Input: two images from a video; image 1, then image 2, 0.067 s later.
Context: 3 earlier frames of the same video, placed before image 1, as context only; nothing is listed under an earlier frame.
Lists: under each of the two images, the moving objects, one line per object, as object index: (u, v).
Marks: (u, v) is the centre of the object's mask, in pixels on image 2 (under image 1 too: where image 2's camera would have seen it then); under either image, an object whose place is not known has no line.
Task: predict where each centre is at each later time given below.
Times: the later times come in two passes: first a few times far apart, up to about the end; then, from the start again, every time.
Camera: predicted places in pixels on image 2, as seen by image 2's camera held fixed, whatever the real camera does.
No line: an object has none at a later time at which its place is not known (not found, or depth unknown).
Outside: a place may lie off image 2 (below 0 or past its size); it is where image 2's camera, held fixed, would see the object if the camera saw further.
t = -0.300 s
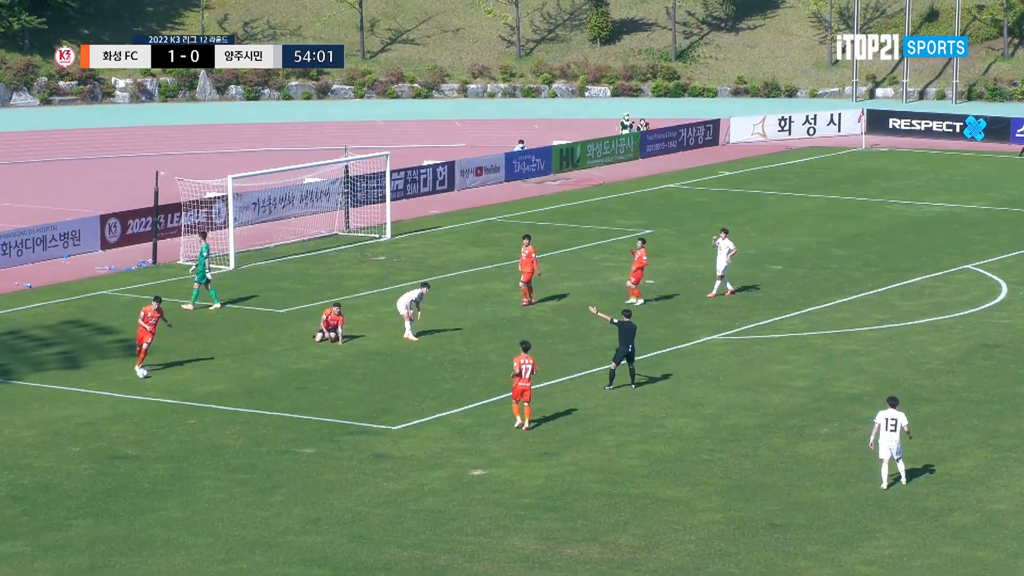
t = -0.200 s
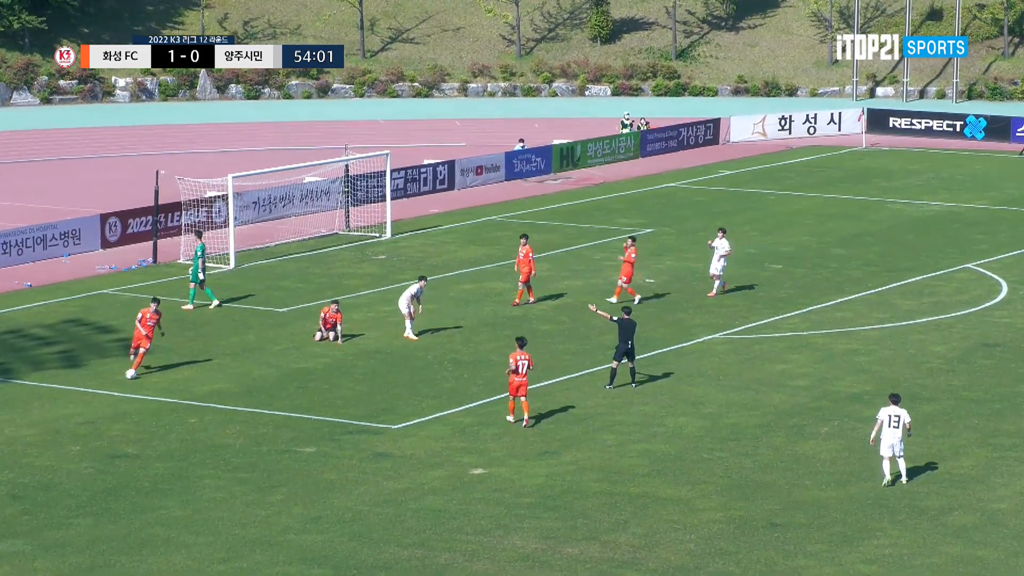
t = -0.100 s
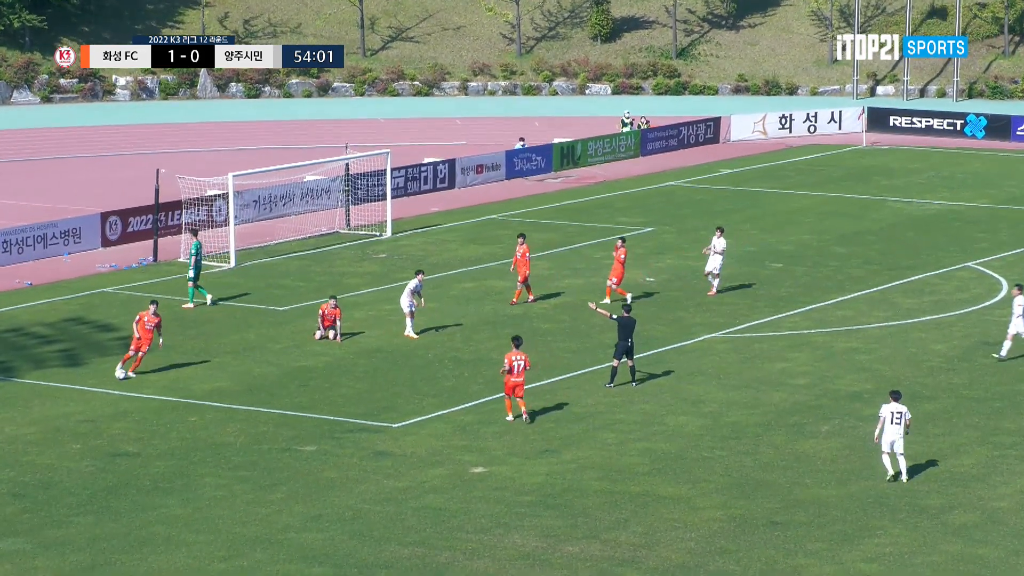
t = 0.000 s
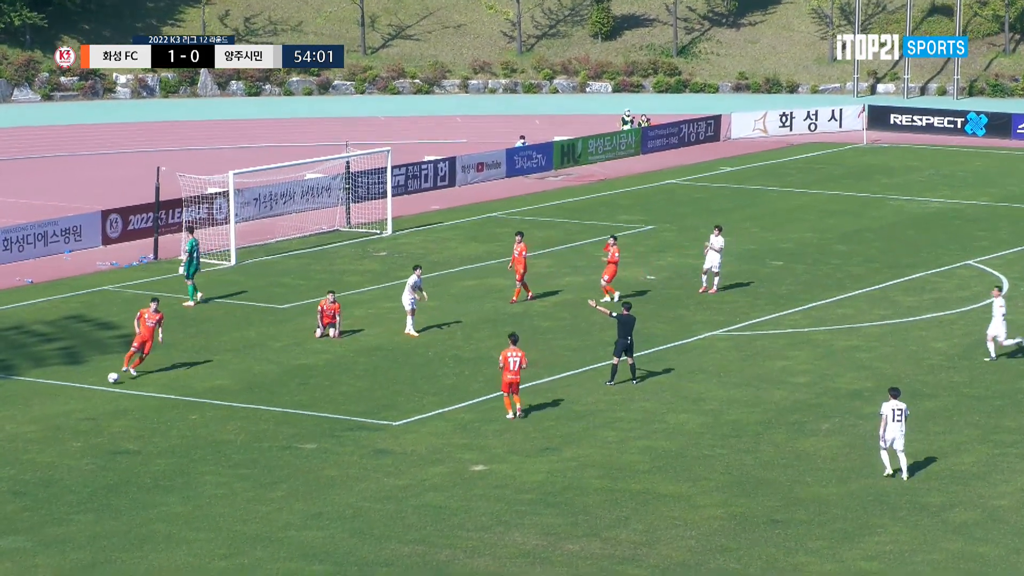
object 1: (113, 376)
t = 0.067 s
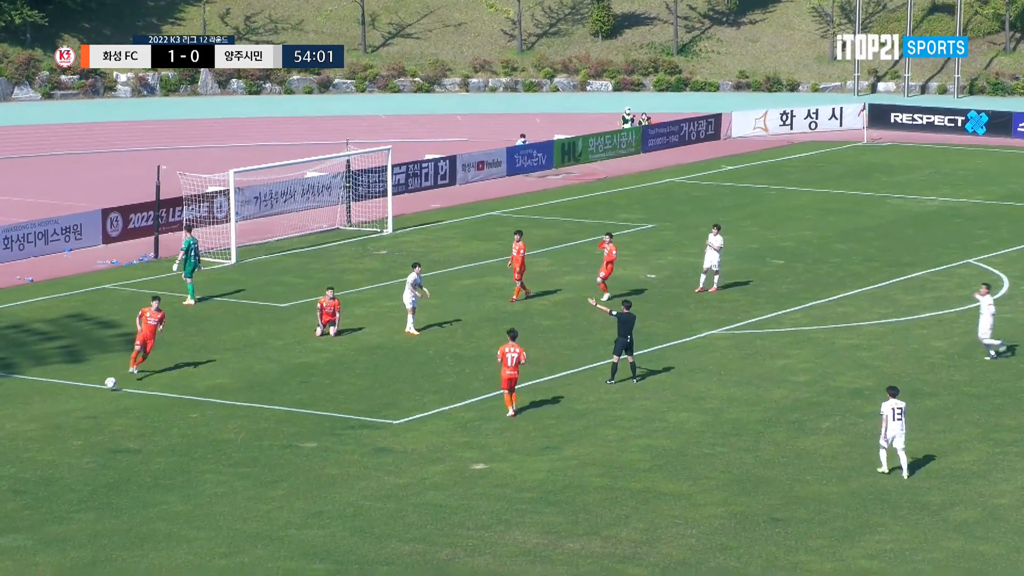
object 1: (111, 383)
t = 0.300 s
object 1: (99, 411)
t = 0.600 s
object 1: (82, 442)
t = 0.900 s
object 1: (61, 474)
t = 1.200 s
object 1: (37, 508)
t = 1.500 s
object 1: (8, 536)
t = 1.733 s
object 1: (-14, 556)
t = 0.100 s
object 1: (109, 387)
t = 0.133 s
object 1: (107, 391)
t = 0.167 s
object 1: (106, 396)
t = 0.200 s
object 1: (104, 402)
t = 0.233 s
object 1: (103, 405)
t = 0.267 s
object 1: (101, 407)
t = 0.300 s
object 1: (99, 411)
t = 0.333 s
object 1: (97, 415)
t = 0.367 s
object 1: (96, 419)
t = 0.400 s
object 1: (94, 424)
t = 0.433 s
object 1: (92, 429)
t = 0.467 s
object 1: (90, 432)
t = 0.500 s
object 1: (88, 434)
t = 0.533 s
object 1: (86, 436)
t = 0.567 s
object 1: (84, 439)
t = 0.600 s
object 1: (82, 442)
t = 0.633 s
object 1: (79, 446)
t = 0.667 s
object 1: (77, 450)
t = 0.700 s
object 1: (75, 456)
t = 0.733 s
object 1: (73, 461)
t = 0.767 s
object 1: (71, 465)
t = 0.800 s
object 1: (68, 467)
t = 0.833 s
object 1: (66, 469)
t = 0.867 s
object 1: (63, 471)
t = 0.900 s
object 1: (61, 474)
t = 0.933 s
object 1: (58, 478)
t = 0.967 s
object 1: (56, 483)
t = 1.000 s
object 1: (53, 488)
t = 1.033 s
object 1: (50, 493)
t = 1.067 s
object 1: (48, 495)
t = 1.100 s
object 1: (45, 497)
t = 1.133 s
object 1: (42, 500)
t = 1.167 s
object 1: (39, 504)
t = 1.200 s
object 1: (37, 508)
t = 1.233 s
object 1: (33, 512)
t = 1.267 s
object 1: (30, 514)
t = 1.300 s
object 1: (27, 516)
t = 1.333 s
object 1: (24, 519)
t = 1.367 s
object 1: (21, 523)
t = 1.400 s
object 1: (17, 526)
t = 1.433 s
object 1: (15, 529)
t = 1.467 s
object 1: (11, 532)
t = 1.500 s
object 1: (8, 536)
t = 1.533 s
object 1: (5, 538)
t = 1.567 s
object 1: (2, 541)
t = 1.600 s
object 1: (-1, 544)
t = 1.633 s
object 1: (-4, 547)
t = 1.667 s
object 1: (-8, 550)
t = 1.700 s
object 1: (-10, 553)
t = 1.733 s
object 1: (-14, 556)
